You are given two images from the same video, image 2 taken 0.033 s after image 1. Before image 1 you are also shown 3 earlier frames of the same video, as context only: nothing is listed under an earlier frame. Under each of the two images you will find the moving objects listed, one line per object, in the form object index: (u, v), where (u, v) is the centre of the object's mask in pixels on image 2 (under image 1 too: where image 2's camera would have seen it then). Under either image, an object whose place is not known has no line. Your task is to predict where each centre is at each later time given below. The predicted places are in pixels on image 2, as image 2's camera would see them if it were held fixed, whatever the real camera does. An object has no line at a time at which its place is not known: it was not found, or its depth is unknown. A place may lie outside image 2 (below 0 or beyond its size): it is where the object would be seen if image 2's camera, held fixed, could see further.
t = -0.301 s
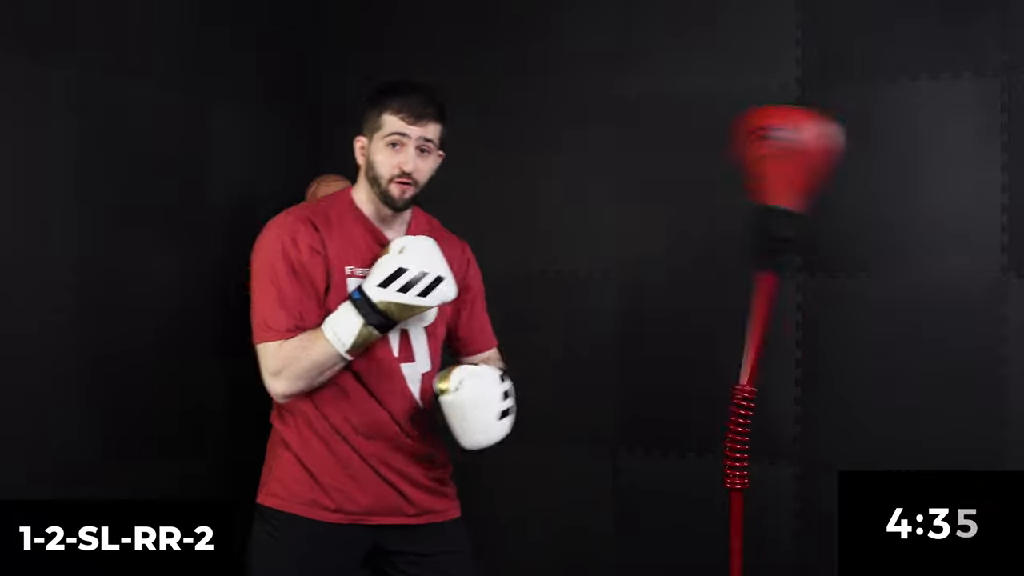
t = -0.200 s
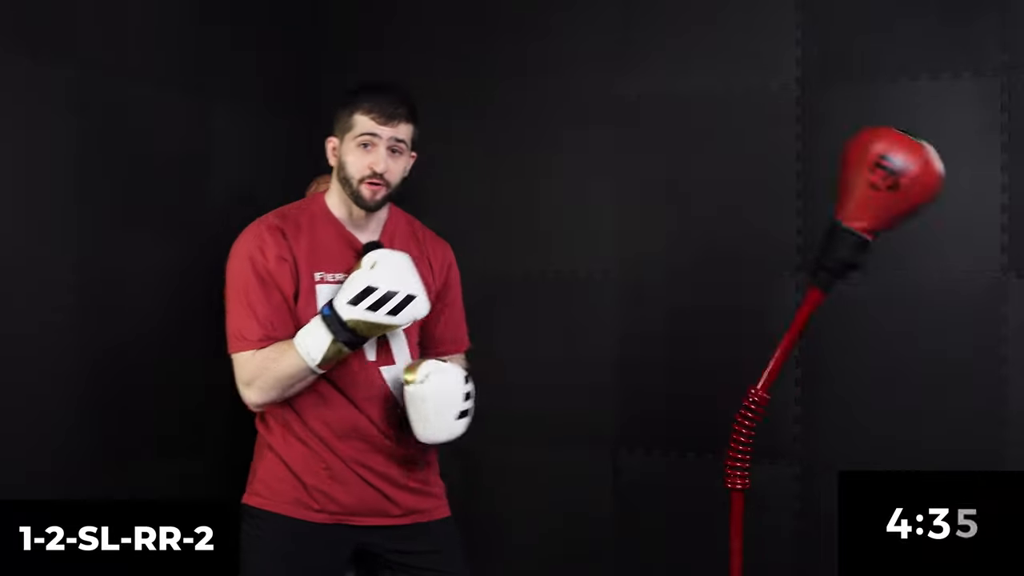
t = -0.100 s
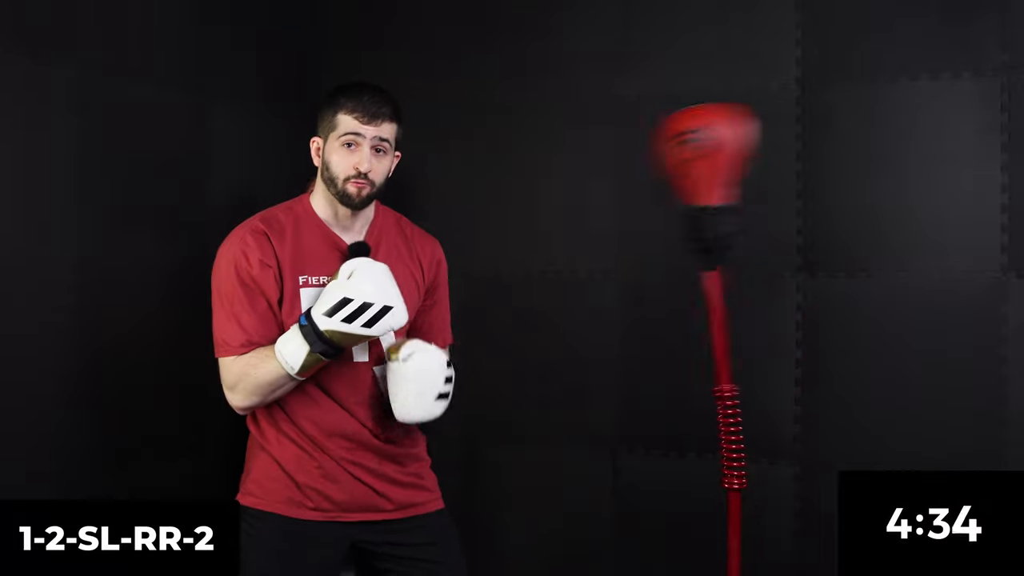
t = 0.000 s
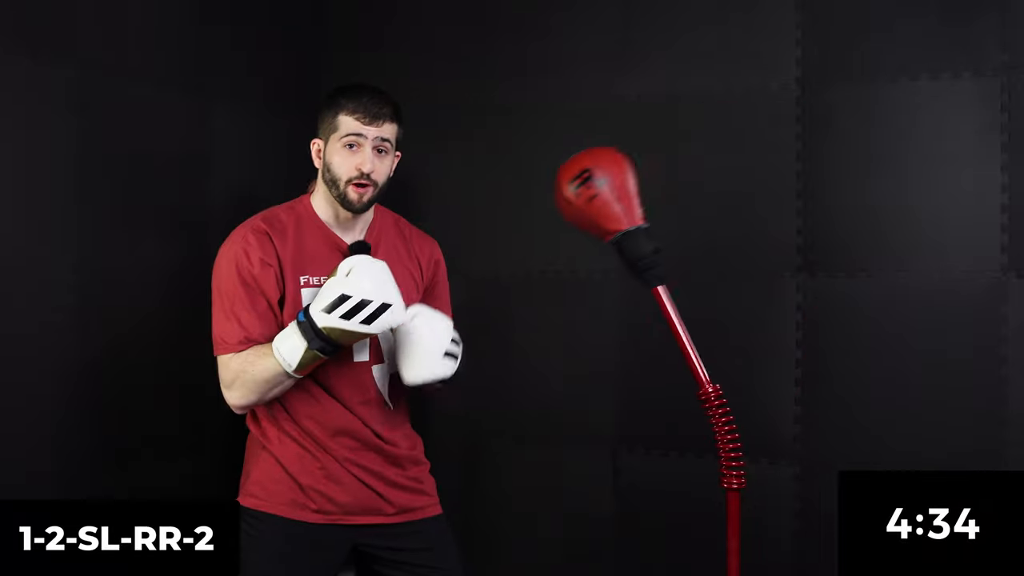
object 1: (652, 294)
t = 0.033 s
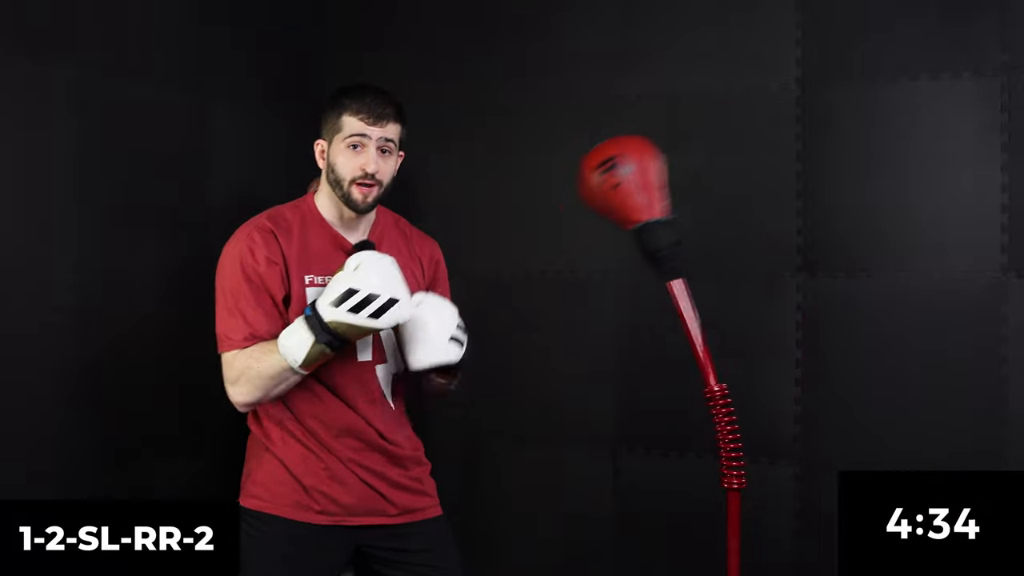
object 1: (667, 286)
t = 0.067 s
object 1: (698, 269)
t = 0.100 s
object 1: (743, 257)
